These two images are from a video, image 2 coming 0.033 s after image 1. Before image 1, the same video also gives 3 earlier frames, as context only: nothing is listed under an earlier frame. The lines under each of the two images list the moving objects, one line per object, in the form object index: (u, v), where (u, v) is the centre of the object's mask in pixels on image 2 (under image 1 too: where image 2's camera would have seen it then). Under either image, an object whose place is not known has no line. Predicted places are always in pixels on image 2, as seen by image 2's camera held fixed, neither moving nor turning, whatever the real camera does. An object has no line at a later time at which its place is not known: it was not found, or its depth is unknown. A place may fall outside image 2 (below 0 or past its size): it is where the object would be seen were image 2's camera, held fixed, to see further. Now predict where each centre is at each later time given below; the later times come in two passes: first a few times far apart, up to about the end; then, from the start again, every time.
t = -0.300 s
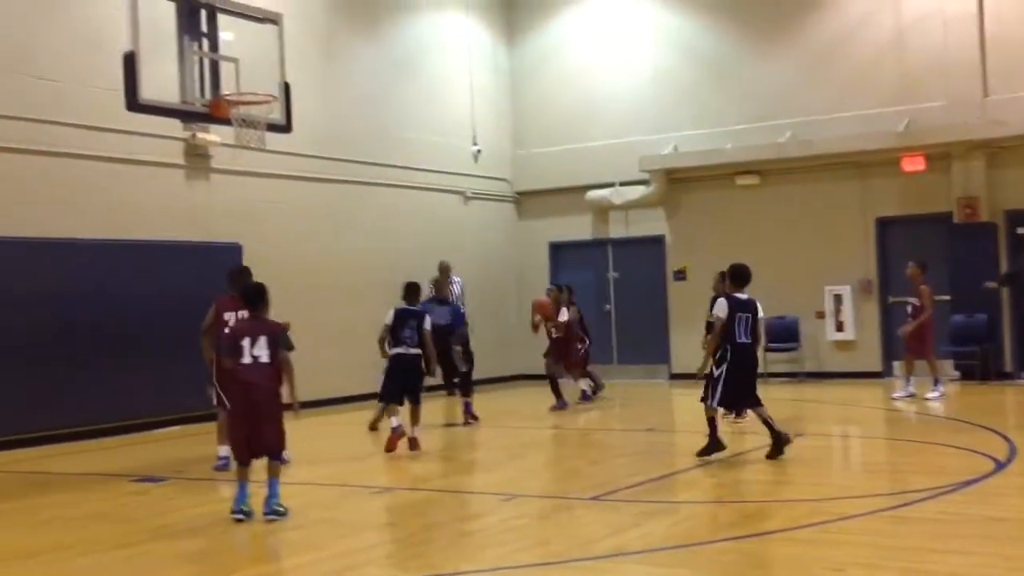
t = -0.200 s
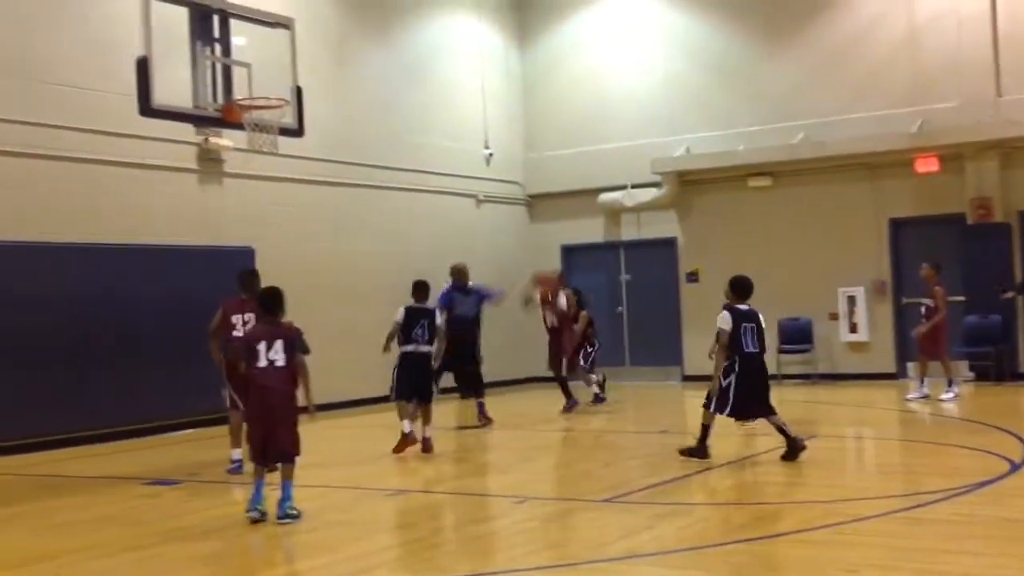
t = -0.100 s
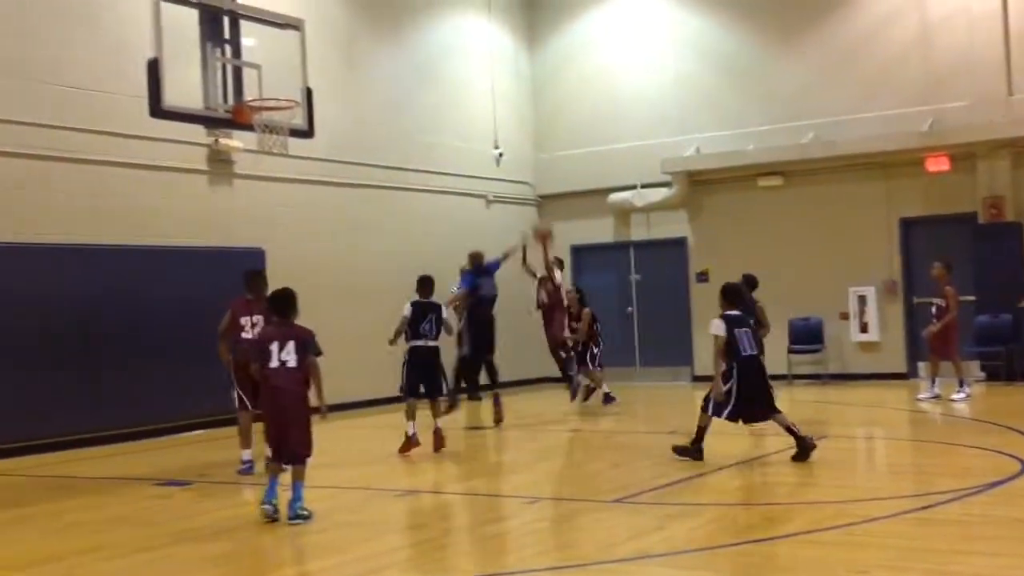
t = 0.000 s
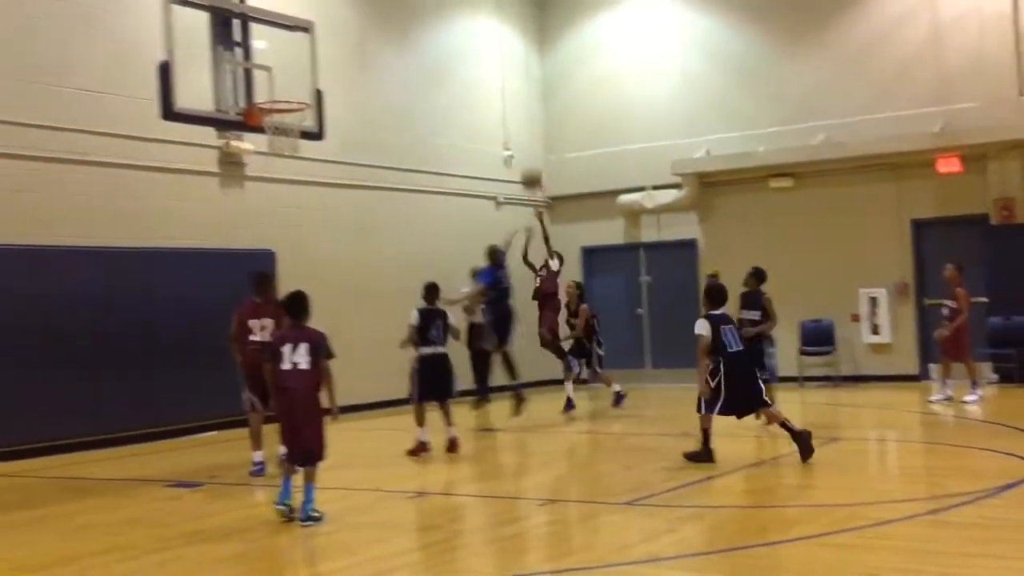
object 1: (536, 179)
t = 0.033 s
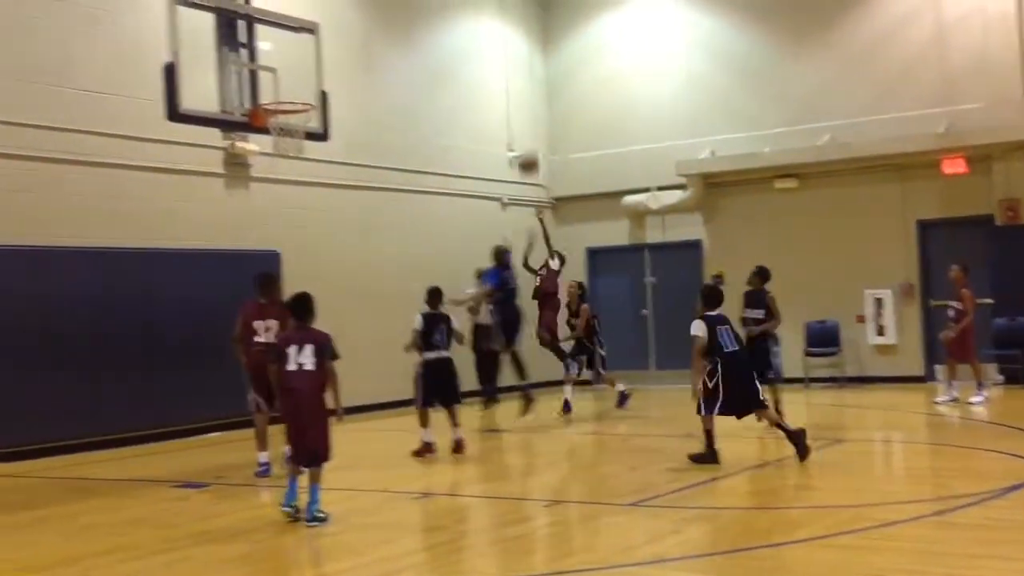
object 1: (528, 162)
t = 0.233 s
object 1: (479, 80)
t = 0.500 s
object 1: (412, 24)
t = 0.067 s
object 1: (519, 146)
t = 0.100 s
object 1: (512, 130)
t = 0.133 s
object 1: (504, 115)
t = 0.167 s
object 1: (496, 104)
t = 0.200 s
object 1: (488, 92)
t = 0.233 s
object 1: (479, 80)
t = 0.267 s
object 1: (471, 69)
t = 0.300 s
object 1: (463, 59)
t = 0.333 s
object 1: (455, 52)
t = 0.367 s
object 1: (446, 44)
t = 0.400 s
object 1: (438, 38)
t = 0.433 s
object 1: (430, 32)
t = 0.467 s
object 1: (421, 27)
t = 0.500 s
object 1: (412, 24)
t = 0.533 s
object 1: (404, 22)
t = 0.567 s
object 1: (396, 21)
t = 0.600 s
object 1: (388, 20)
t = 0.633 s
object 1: (379, 21)
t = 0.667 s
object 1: (370, 23)
